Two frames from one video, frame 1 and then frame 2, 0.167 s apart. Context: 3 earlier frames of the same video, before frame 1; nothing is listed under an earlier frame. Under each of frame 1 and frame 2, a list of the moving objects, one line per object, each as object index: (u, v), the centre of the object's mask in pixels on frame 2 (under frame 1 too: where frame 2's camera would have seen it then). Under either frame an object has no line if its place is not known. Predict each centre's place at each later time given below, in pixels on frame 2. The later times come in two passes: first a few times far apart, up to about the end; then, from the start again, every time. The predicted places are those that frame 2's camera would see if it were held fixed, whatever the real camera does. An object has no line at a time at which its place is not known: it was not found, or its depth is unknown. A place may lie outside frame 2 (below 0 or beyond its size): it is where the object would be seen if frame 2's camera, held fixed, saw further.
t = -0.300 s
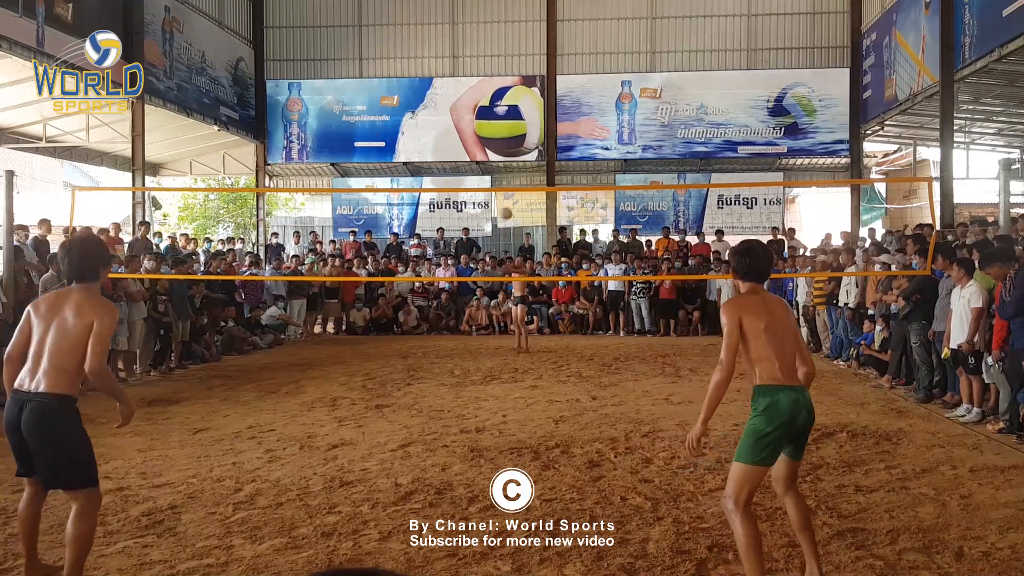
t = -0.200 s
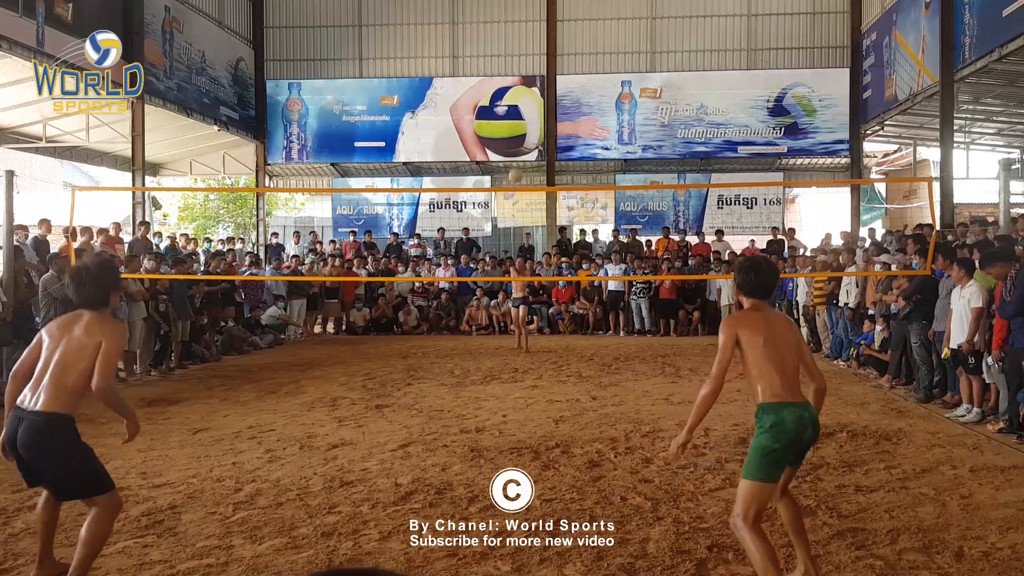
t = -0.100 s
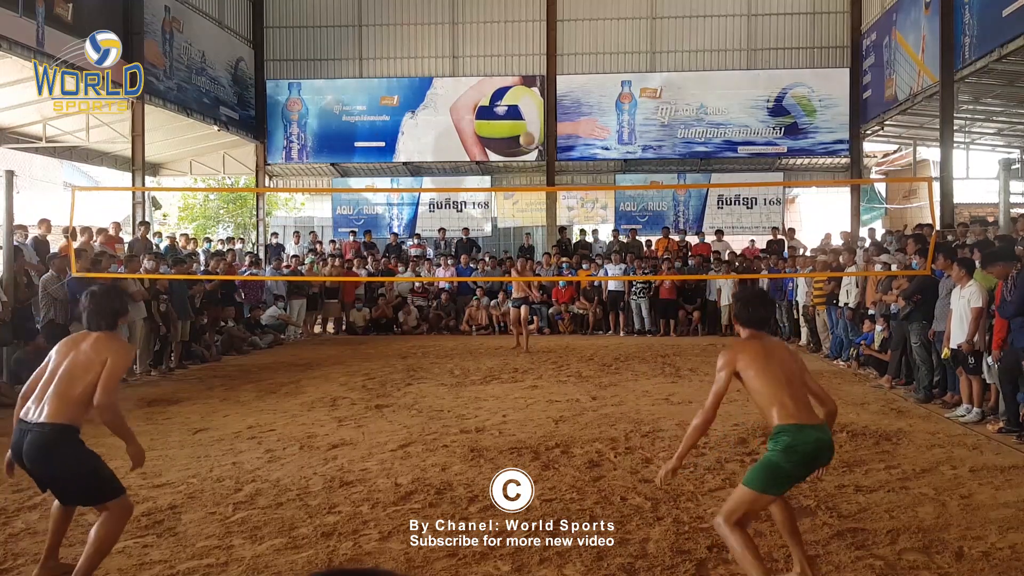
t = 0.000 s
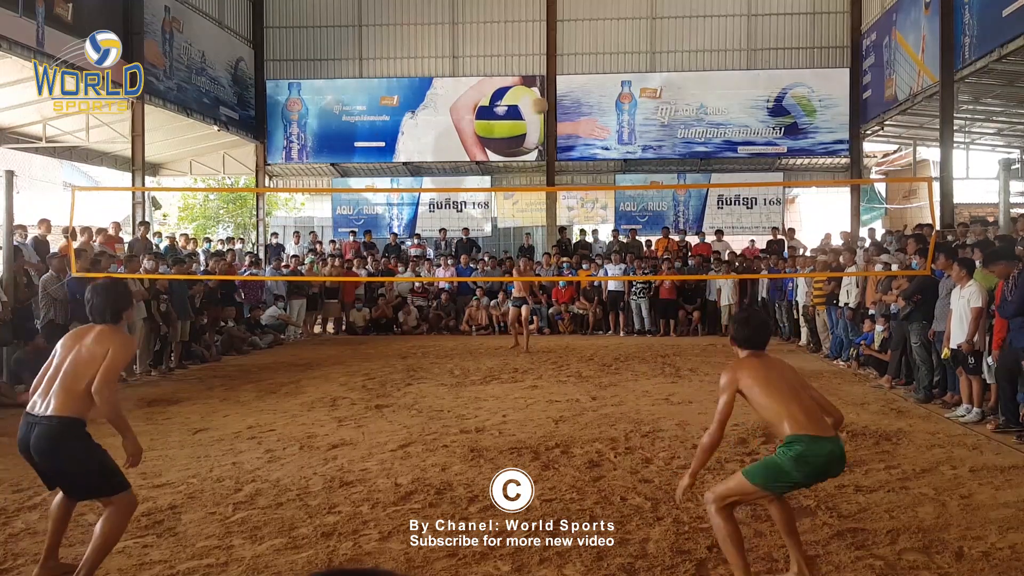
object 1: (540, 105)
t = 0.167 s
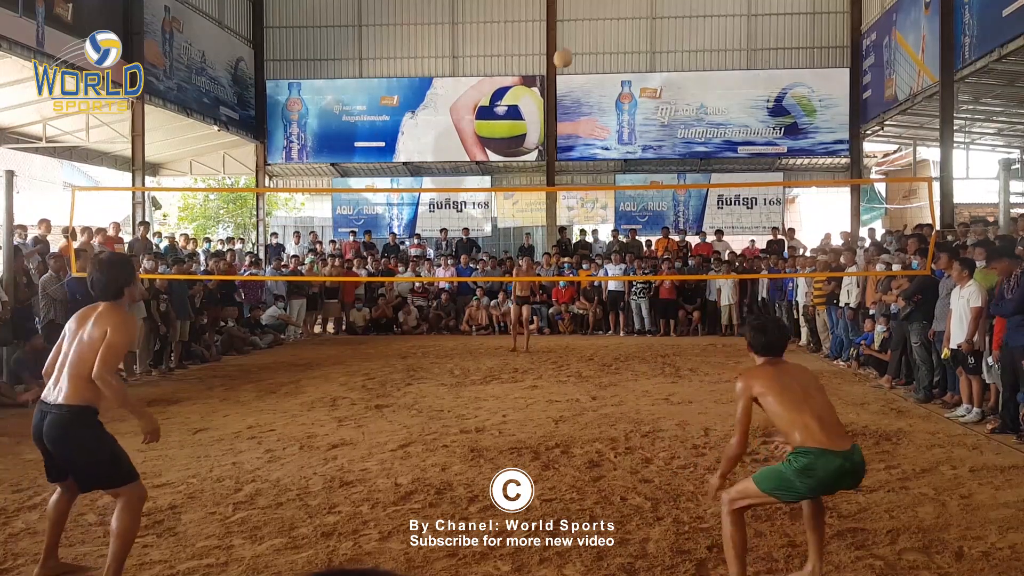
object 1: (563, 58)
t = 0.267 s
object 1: (580, 36)
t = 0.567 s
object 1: (653, 22)
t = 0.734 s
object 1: (717, 68)
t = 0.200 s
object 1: (568, 50)
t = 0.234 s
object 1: (574, 42)
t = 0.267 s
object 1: (580, 36)
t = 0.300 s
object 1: (586, 30)
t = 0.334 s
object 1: (593, 26)
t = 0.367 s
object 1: (601, 22)
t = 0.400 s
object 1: (608, 19)
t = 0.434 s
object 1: (616, 17)
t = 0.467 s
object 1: (624, 16)
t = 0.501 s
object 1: (634, 17)
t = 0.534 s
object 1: (643, 18)
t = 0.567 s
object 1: (653, 22)
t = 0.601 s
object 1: (664, 27)
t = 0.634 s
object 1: (675, 33)
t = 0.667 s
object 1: (688, 42)
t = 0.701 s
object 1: (701, 54)
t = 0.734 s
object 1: (717, 68)
